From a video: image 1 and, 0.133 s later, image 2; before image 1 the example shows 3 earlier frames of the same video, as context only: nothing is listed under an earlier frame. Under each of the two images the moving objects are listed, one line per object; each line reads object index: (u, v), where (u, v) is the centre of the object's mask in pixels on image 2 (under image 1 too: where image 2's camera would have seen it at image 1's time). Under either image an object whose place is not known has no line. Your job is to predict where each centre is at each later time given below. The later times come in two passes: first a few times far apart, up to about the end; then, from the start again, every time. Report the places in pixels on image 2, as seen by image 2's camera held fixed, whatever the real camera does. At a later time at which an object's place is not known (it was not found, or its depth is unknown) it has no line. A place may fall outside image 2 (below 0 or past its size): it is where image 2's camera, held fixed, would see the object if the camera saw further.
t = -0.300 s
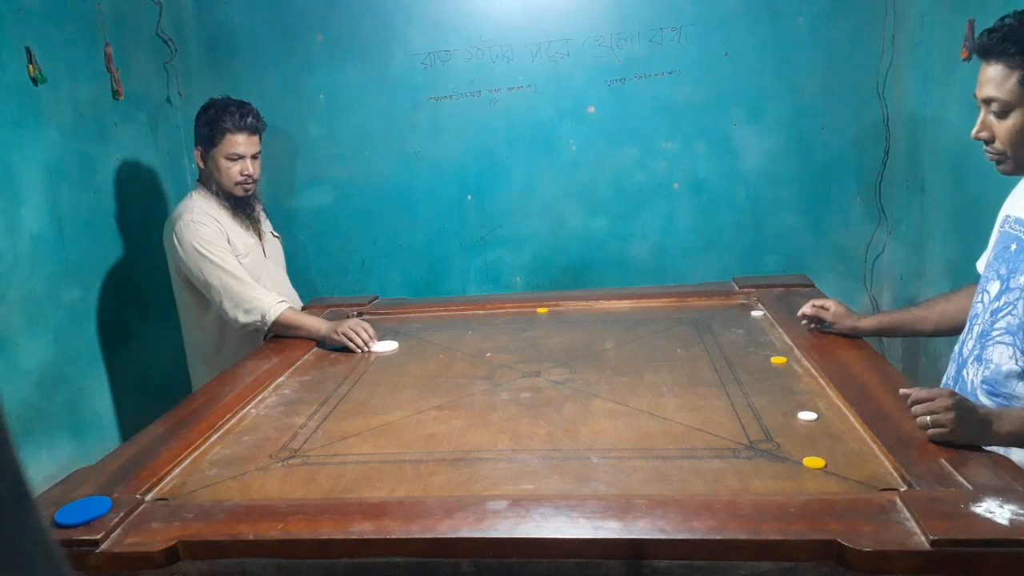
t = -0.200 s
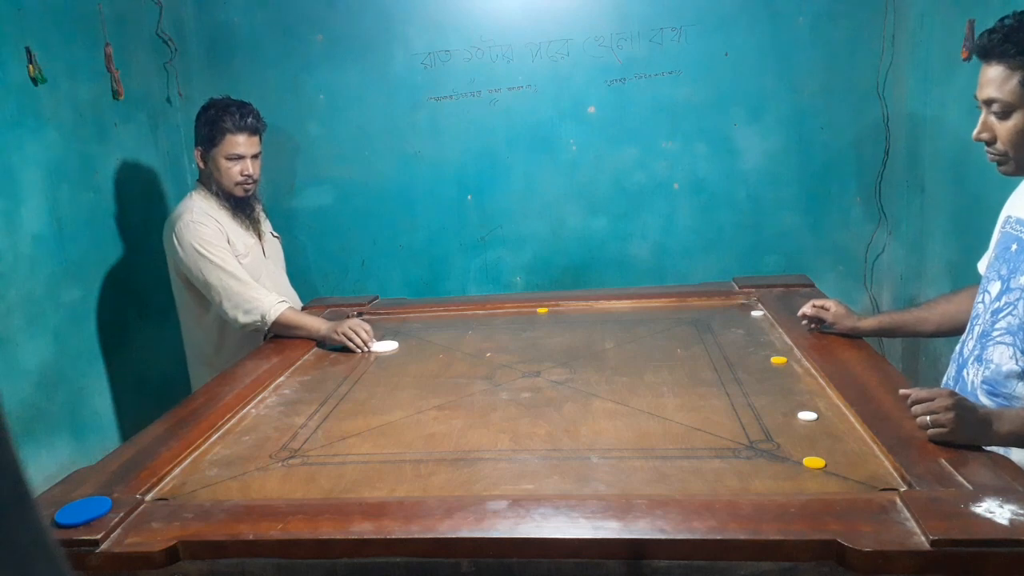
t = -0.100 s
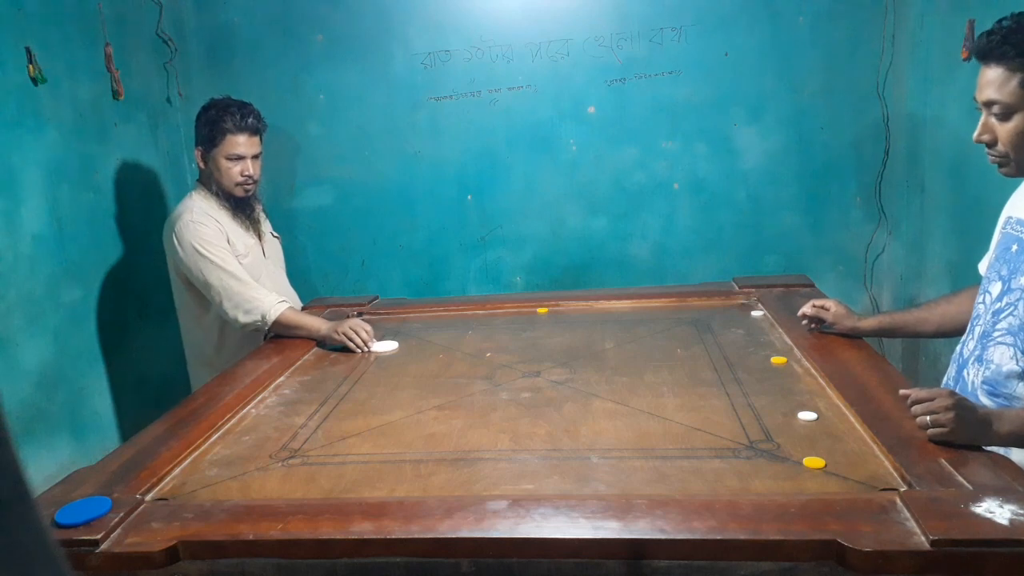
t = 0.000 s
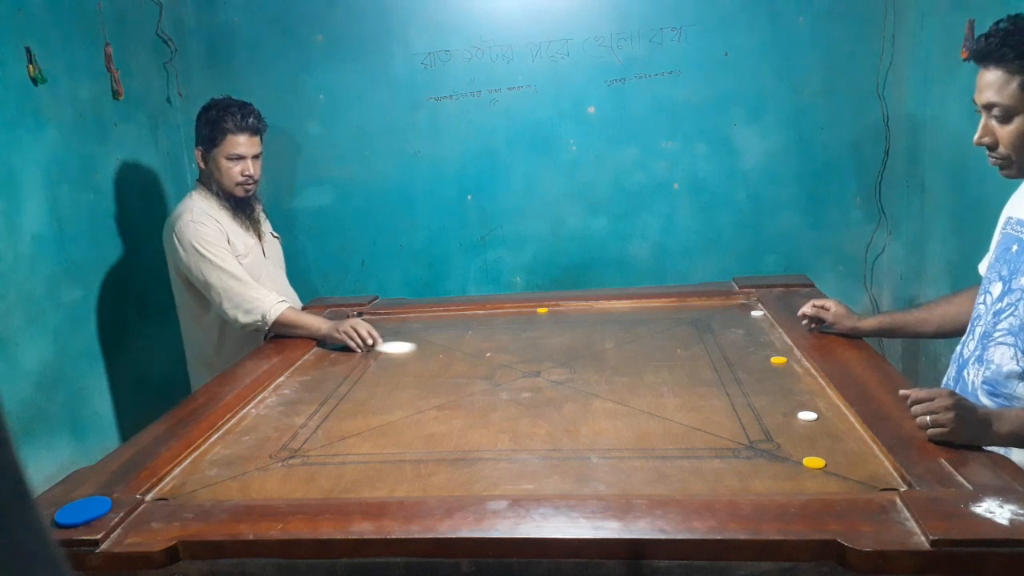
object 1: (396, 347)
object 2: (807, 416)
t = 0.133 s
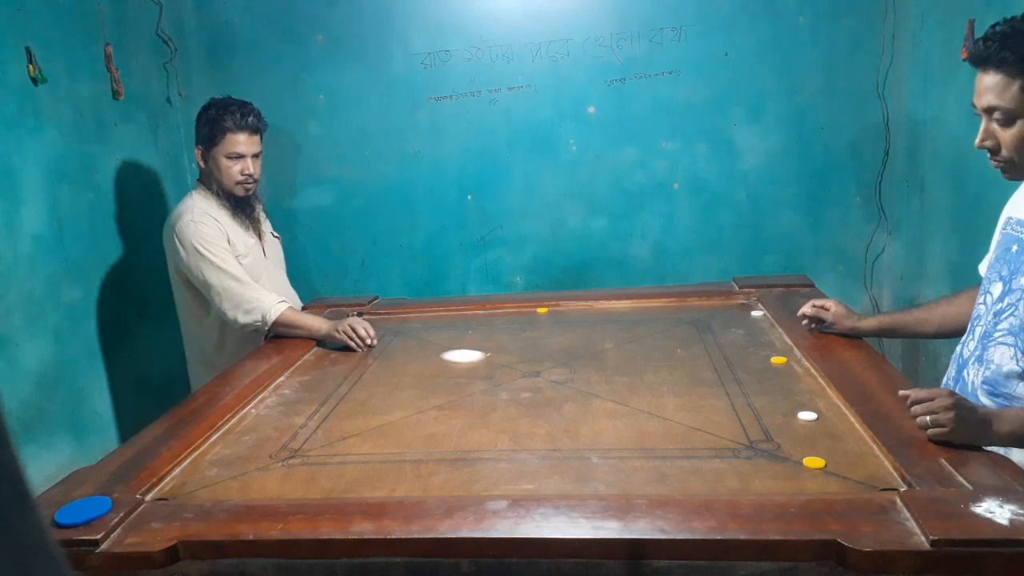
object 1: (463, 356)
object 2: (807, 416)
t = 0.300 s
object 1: (556, 368)
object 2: (807, 416)
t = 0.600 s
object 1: (762, 396)
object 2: (807, 416)
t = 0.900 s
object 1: (727, 418)
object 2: (757, 476)
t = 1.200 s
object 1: (616, 435)
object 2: (659, 447)
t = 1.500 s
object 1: (518, 451)
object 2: (593, 406)
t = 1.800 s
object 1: (433, 466)
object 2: (556, 378)
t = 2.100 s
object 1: (362, 479)
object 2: (534, 360)
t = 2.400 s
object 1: (308, 487)
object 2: (520, 346)
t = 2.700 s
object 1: (268, 490)
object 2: (511, 336)
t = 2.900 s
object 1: (249, 491)
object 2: (508, 332)
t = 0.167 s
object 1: (480, 358)
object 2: (807, 416)
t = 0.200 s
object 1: (499, 360)
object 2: (807, 416)
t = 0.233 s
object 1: (517, 363)
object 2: (807, 416)
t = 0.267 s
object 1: (537, 365)
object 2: (807, 416)
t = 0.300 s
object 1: (556, 368)
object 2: (807, 416)
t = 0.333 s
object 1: (577, 371)
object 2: (807, 416)
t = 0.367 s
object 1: (597, 374)
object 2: (807, 416)
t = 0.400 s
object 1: (619, 377)
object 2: (807, 416)
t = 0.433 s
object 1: (641, 379)
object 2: (807, 416)
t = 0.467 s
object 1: (664, 383)
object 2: (807, 416)
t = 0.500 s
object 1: (688, 386)
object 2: (807, 416)
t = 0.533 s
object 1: (712, 389)
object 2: (807, 416)
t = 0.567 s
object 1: (737, 392)
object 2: (807, 416)
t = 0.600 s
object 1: (762, 396)
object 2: (807, 416)
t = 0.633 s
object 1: (788, 399)
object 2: (807, 416)
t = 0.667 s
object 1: (812, 402)
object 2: (807, 416)
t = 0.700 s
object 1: (807, 405)
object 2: (804, 420)
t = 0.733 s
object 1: (793, 408)
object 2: (797, 428)
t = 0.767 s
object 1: (780, 410)
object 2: (789, 437)
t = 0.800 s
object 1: (767, 412)
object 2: (781, 446)
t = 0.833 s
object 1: (754, 414)
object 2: (774, 455)
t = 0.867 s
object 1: (740, 416)
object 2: (766, 465)
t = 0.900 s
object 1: (727, 418)
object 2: (757, 476)
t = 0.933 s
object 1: (714, 420)
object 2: (749, 485)
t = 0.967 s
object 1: (702, 422)
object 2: (737, 490)
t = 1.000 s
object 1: (689, 424)
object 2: (725, 487)
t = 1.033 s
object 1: (677, 426)
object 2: (713, 480)
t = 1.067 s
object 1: (664, 428)
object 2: (701, 473)
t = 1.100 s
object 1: (652, 429)
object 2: (689, 466)
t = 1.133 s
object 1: (640, 431)
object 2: (679, 459)
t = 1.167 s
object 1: (628, 433)
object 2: (668, 453)
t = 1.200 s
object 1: (616, 435)
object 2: (659, 447)
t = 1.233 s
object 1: (605, 437)
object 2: (650, 442)
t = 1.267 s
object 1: (593, 439)
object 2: (642, 436)
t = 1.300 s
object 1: (582, 440)
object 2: (634, 431)
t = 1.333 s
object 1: (571, 442)
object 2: (626, 426)
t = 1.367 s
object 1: (560, 444)
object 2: (618, 422)
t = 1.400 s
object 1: (549, 446)
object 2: (612, 417)
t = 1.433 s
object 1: (538, 447)
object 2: (605, 413)
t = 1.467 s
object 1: (528, 449)
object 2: (599, 409)
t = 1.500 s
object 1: (518, 451)
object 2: (593, 406)
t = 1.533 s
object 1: (508, 453)
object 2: (588, 402)
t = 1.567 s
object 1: (498, 454)
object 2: (583, 399)
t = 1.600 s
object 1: (488, 456)
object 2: (578, 396)
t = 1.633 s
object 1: (478, 458)
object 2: (574, 392)
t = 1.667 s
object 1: (469, 460)
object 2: (570, 389)
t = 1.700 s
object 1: (460, 461)
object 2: (566, 387)
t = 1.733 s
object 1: (451, 463)
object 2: (562, 384)
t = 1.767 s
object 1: (442, 465)
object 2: (559, 381)
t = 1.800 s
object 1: (433, 466)
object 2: (556, 378)
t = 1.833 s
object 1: (424, 468)
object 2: (553, 376)
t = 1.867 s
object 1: (416, 469)
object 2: (550, 373)
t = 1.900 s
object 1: (408, 471)
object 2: (547, 371)
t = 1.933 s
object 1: (400, 472)
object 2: (544, 369)
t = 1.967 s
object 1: (392, 473)
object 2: (542, 367)
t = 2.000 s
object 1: (384, 475)
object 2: (540, 365)
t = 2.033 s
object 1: (377, 476)
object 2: (538, 364)
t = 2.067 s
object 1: (370, 477)
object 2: (536, 362)
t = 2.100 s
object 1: (362, 479)
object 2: (534, 360)
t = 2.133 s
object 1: (355, 480)
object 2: (532, 358)
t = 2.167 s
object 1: (349, 481)
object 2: (530, 356)
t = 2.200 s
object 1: (342, 482)
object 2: (529, 354)
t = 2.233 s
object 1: (336, 483)
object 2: (527, 353)
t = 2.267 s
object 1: (330, 484)
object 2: (526, 351)
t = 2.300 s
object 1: (324, 485)
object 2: (524, 350)
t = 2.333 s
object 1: (318, 486)
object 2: (523, 348)
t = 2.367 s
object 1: (313, 486)
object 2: (521, 347)
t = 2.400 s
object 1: (308, 487)
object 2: (520, 346)
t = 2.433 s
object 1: (302, 487)
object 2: (519, 344)
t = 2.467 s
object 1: (298, 488)
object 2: (517, 343)
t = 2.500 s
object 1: (293, 488)
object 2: (516, 342)
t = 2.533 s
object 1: (289, 489)
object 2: (515, 341)
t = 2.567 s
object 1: (284, 489)
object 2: (515, 340)
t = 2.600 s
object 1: (280, 489)
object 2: (514, 339)
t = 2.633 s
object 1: (276, 490)
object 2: (513, 338)
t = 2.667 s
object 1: (272, 490)
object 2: (512, 337)
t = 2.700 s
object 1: (268, 490)
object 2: (511, 336)
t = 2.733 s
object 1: (265, 490)
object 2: (511, 335)
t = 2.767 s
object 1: (261, 491)
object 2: (510, 334)
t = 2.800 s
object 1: (258, 491)
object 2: (509, 334)
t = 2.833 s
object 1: (255, 491)
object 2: (509, 333)
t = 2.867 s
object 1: (252, 491)
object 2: (508, 332)
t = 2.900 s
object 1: (249, 491)
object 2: (508, 332)
